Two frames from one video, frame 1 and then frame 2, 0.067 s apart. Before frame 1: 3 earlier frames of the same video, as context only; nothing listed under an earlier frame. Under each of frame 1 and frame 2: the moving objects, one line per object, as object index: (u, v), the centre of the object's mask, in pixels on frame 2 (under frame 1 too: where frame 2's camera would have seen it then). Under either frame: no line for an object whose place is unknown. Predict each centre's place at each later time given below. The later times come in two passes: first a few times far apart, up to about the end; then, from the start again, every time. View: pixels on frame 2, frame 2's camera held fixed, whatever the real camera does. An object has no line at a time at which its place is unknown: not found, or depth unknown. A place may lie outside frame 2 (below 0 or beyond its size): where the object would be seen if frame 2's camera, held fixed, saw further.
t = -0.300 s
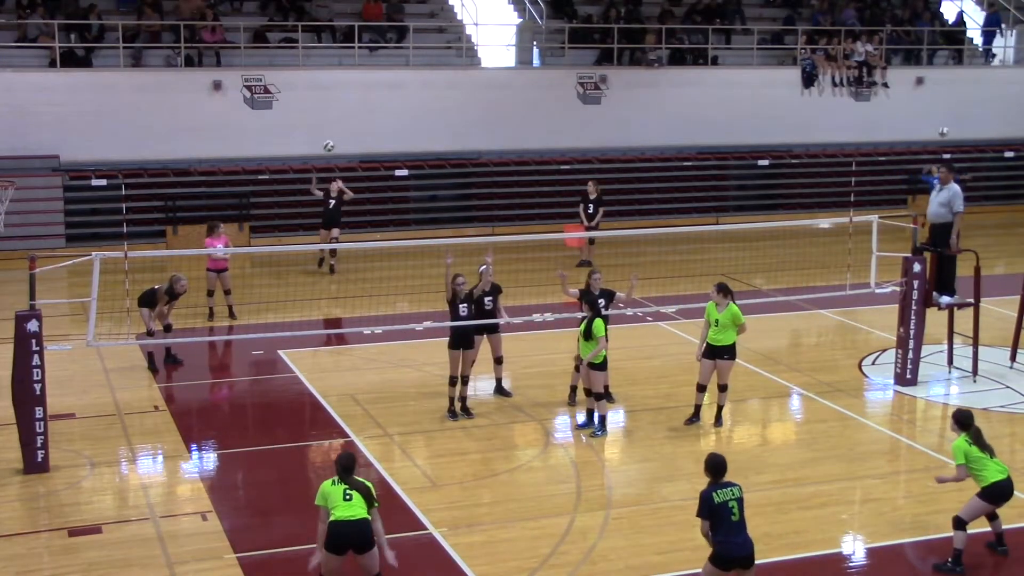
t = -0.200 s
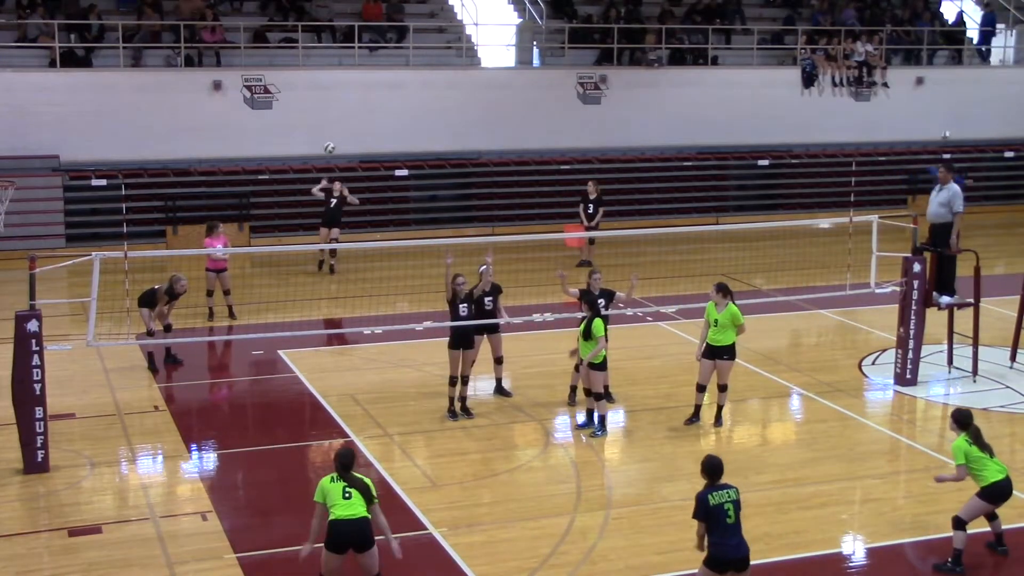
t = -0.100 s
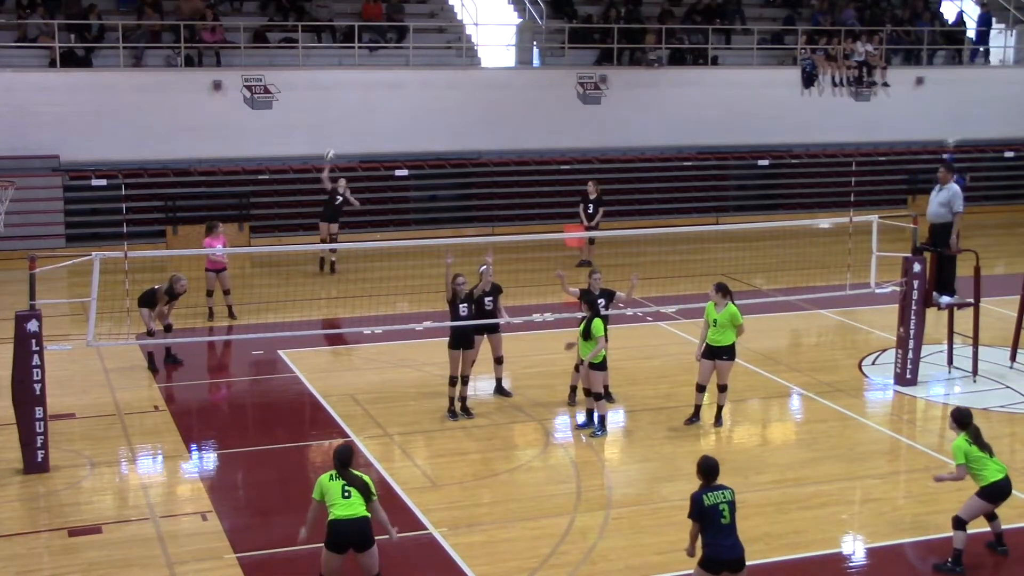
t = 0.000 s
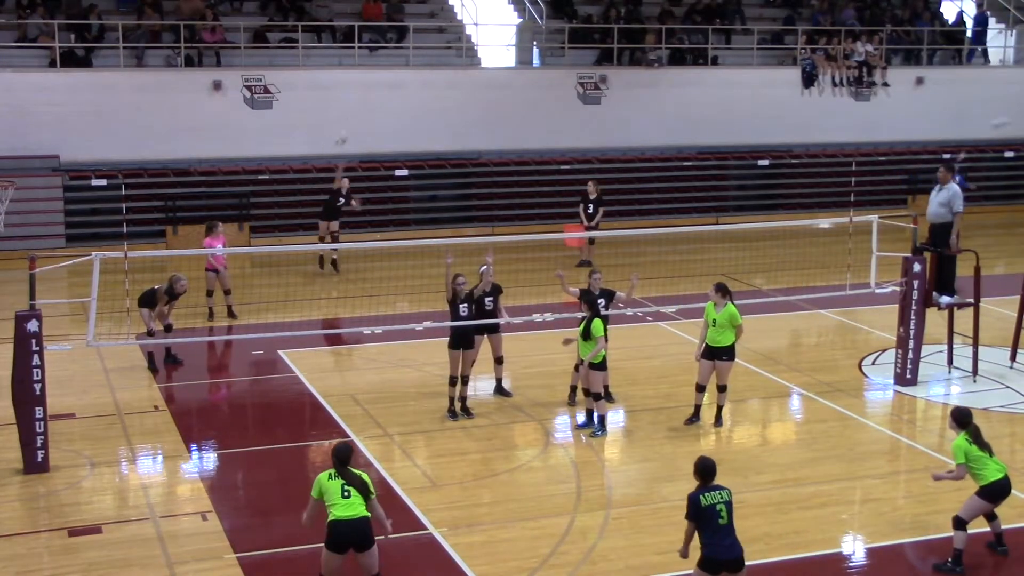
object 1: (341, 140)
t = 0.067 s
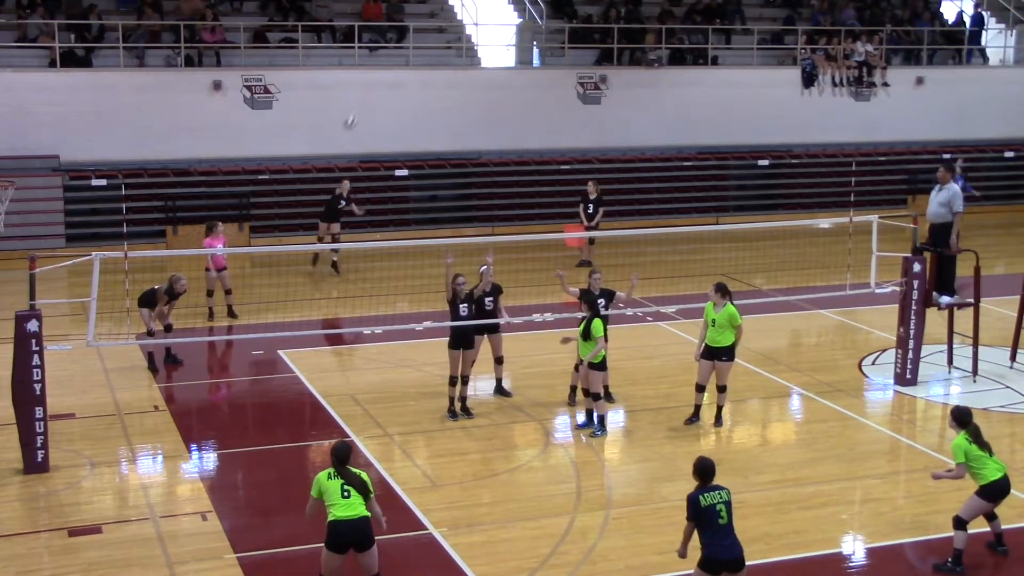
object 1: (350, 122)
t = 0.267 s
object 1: (382, 87)
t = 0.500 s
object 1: (422, 75)
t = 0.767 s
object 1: (473, 113)
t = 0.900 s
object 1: (501, 157)
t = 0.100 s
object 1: (354, 115)
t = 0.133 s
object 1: (360, 109)
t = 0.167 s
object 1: (365, 102)
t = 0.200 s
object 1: (371, 97)
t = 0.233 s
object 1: (376, 92)
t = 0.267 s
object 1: (382, 87)
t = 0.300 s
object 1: (388, 84)
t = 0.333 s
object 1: (394, 81)
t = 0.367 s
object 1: (399, 78)
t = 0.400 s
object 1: (404, 76)
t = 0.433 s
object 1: (410, 75)
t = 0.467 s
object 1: (416, 75)
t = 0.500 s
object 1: (422, 75)
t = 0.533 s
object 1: (427, 76)
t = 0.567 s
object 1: (434, 79)
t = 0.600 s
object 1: (441, 82)
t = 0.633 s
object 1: (446, 85)
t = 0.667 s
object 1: (454, 91)
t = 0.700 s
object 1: (460, 97)
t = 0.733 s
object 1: (466, 104)
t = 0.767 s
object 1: (473, 113)
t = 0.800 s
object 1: (479, 122)
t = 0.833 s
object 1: (485, 132)
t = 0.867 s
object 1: (492, 143)
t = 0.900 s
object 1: (501, 157)
